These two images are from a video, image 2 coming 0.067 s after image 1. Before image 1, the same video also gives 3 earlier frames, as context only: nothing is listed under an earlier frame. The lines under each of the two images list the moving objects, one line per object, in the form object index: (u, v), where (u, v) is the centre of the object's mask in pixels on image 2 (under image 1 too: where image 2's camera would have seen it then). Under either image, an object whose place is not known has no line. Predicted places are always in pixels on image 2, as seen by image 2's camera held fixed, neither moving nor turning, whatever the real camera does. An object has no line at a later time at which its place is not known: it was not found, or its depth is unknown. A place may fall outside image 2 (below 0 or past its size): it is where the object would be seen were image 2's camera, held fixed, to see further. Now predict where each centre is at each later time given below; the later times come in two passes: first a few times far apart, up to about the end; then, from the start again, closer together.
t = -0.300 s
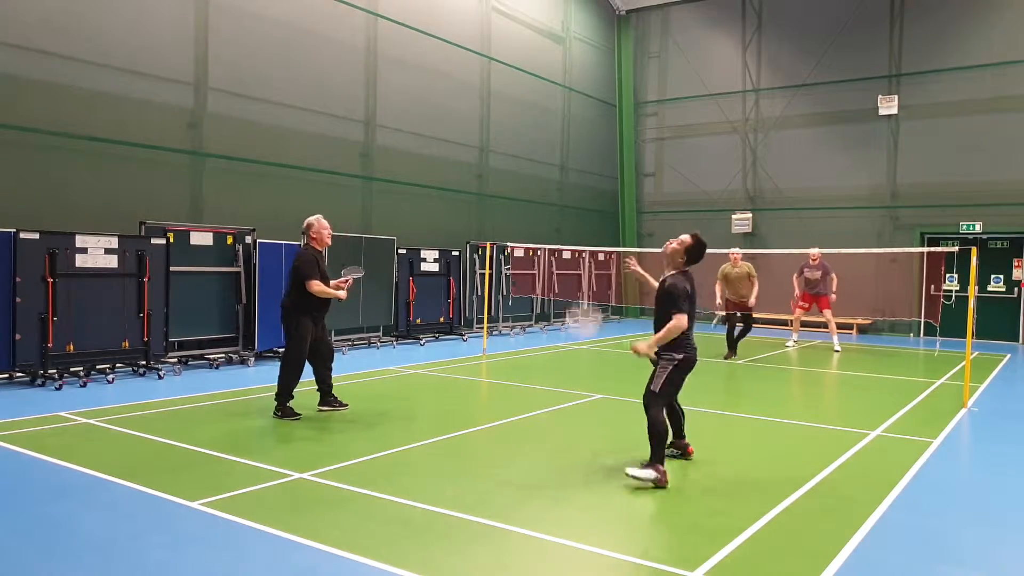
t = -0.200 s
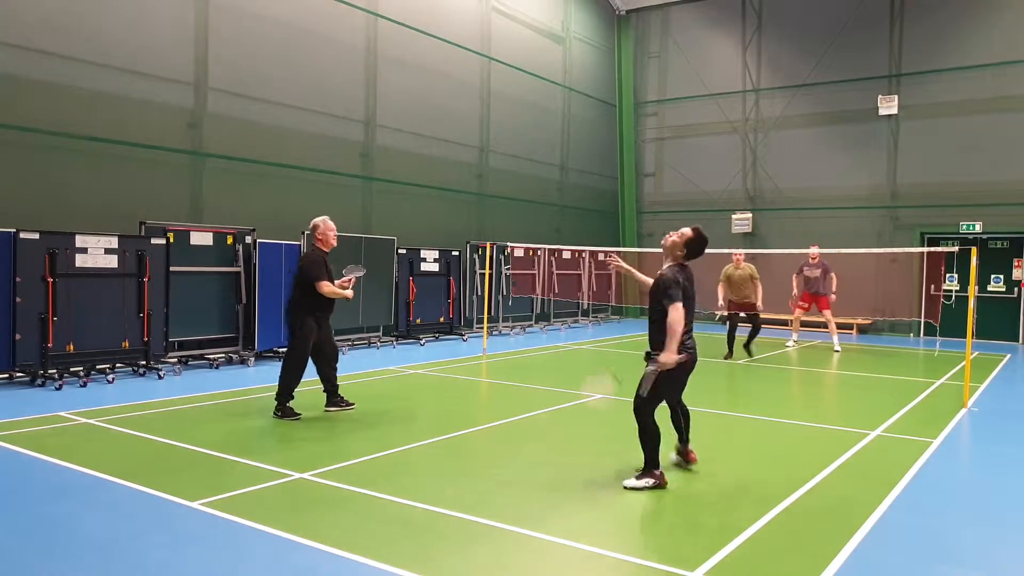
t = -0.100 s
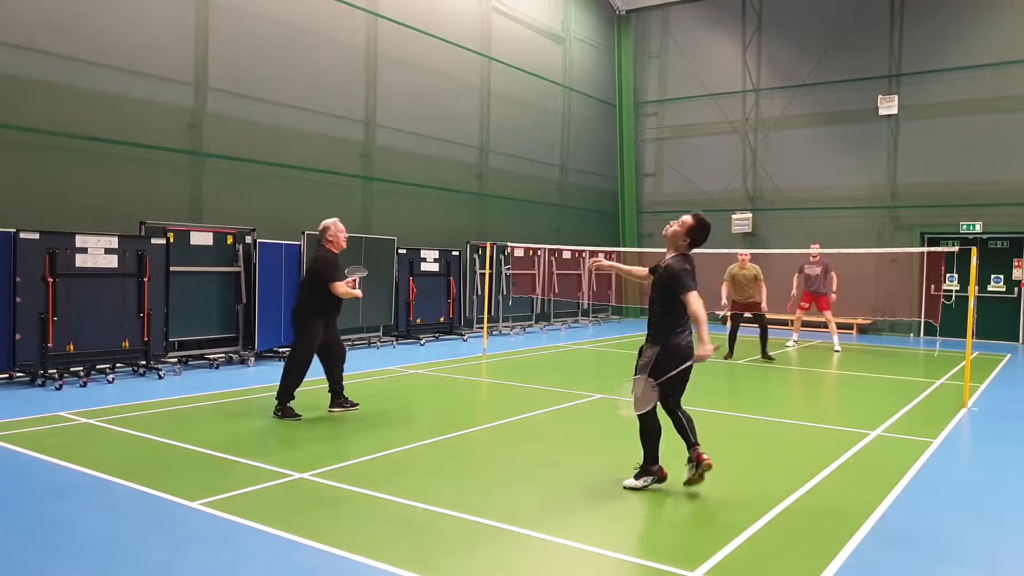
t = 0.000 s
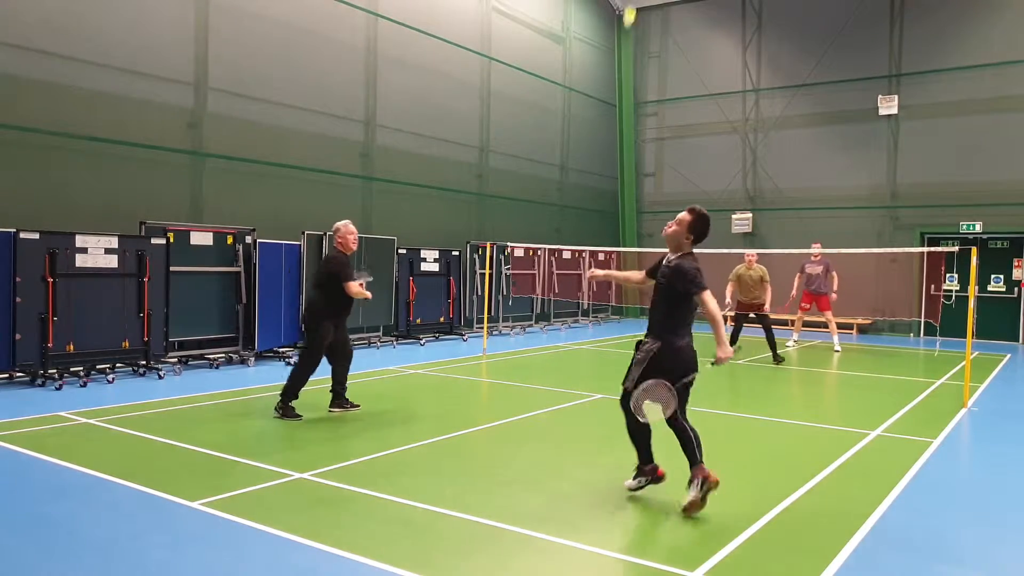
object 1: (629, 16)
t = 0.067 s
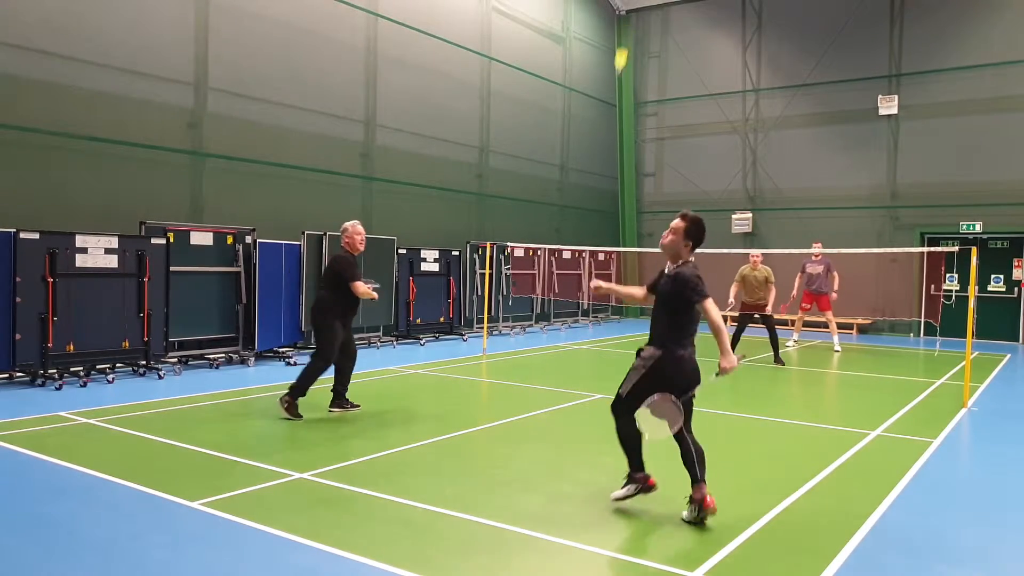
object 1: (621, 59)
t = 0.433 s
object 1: (573, 416)
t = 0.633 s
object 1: (557, 491)
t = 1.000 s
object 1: (542, 511)
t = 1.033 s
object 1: (540, 522)
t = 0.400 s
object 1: (577, 375)
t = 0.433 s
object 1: (573, 416)
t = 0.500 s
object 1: (565, 499)
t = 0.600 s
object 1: (558, 505)
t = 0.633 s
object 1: (557, 491)
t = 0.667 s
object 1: (555, 482)
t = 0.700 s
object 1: (553, 475)
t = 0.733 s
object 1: (551, 472)
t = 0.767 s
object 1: (550, 471)
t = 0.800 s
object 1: (550, 471)
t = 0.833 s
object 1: (550, 471)
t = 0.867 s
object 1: (549, 476)
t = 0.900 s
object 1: (547, 482)
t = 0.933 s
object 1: (546, 490)
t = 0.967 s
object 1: (543, 501)
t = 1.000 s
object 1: (542, 511)
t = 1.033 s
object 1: (540, 522)
